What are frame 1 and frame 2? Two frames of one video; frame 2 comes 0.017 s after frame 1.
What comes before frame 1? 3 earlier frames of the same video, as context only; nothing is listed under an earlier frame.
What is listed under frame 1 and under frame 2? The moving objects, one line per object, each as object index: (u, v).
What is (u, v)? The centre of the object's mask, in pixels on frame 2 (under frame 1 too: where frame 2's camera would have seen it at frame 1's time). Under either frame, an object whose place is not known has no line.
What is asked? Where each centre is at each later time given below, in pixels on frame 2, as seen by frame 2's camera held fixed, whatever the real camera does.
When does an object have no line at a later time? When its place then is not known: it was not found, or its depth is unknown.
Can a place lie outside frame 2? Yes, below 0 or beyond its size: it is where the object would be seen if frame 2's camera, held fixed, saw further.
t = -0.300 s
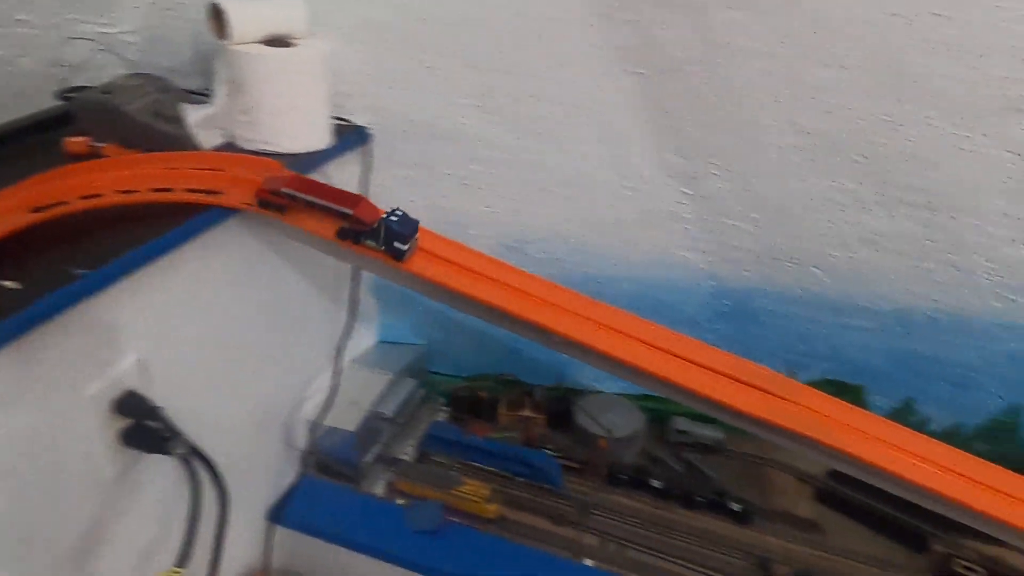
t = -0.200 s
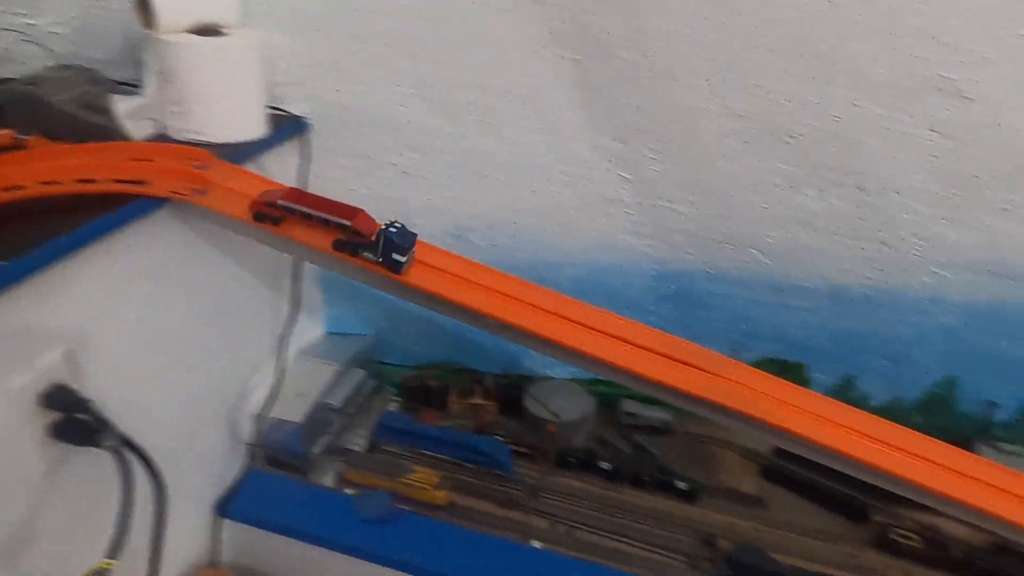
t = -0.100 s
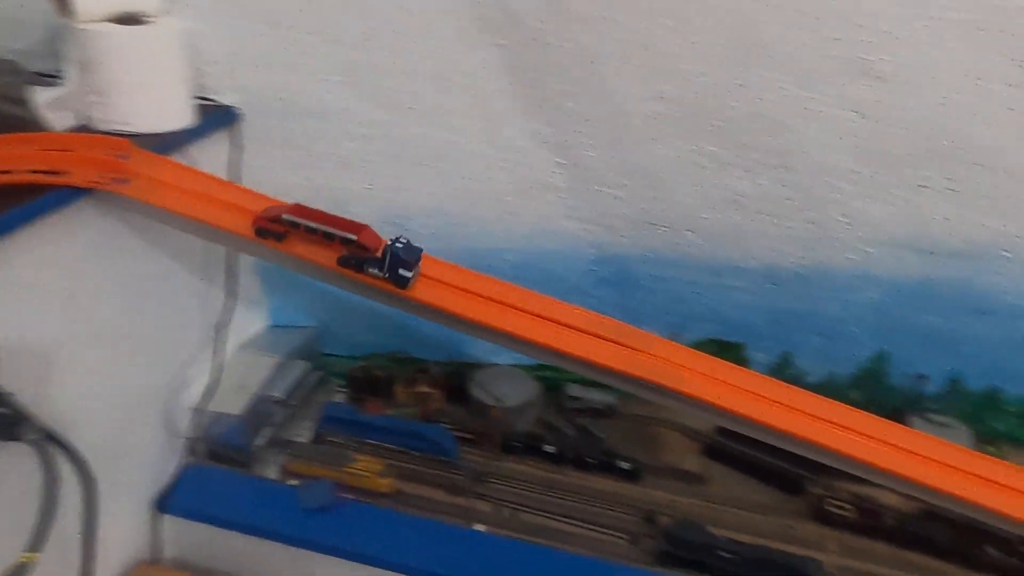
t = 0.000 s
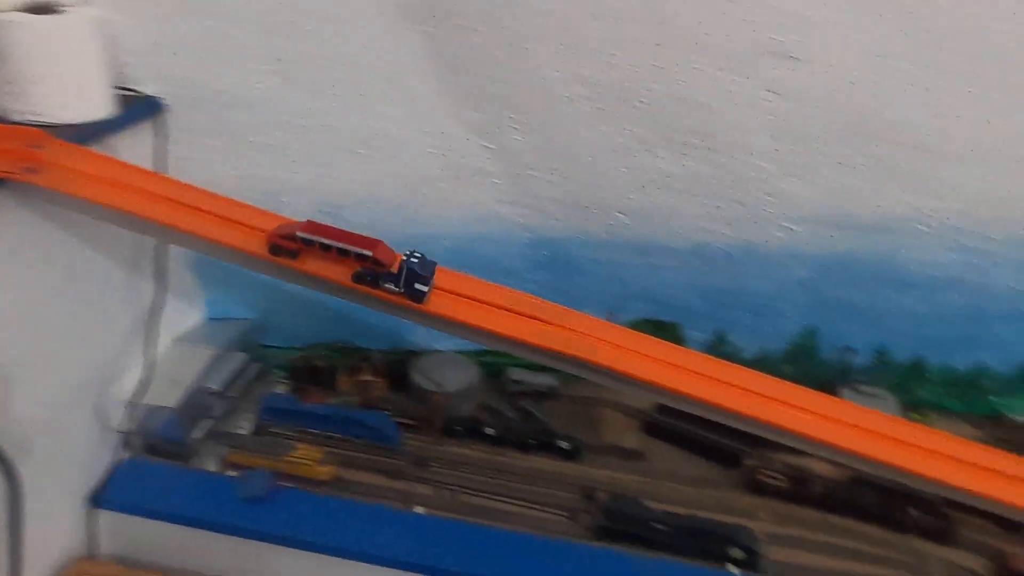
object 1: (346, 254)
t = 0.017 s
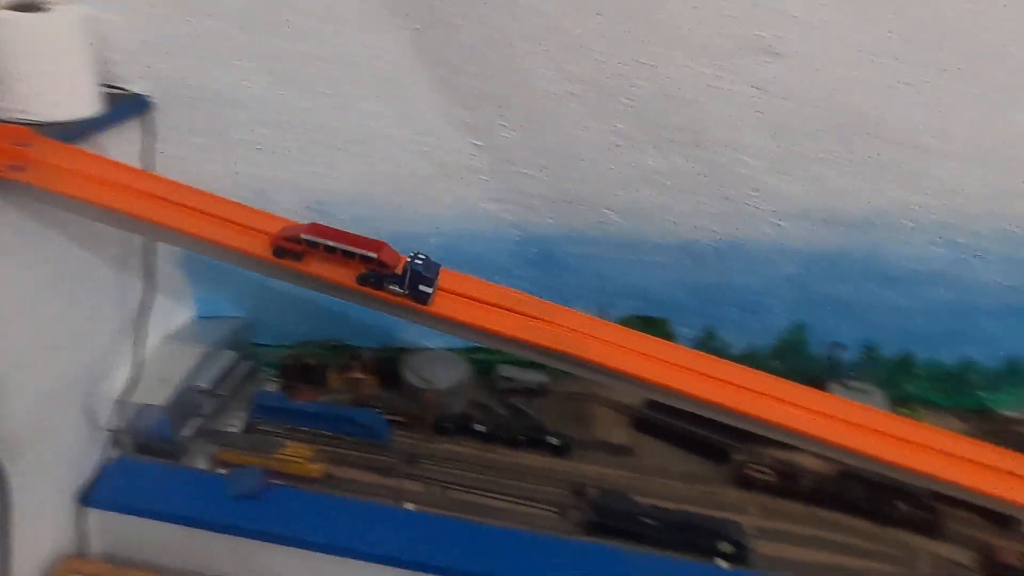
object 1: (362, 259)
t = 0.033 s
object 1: (378, 264)
